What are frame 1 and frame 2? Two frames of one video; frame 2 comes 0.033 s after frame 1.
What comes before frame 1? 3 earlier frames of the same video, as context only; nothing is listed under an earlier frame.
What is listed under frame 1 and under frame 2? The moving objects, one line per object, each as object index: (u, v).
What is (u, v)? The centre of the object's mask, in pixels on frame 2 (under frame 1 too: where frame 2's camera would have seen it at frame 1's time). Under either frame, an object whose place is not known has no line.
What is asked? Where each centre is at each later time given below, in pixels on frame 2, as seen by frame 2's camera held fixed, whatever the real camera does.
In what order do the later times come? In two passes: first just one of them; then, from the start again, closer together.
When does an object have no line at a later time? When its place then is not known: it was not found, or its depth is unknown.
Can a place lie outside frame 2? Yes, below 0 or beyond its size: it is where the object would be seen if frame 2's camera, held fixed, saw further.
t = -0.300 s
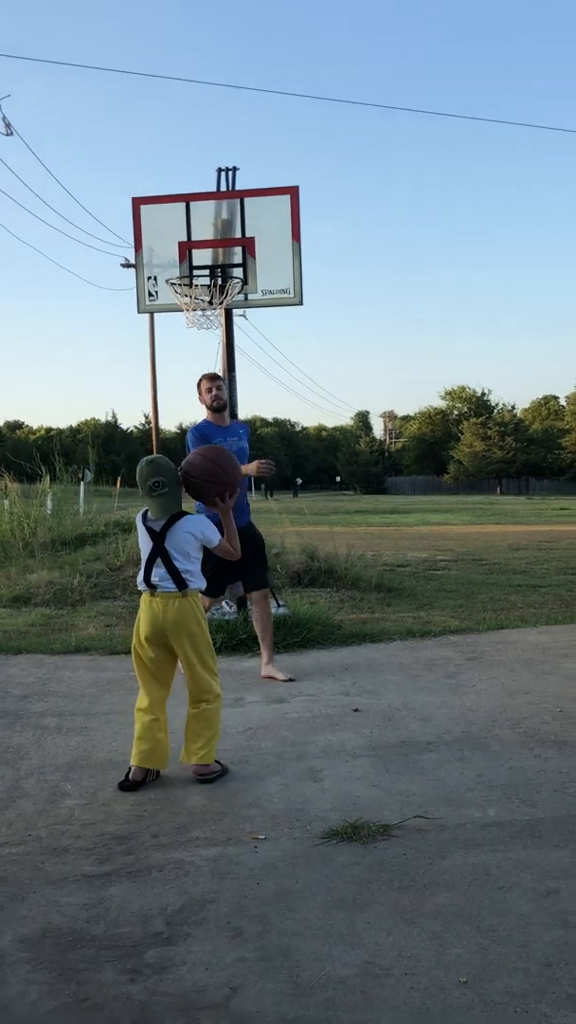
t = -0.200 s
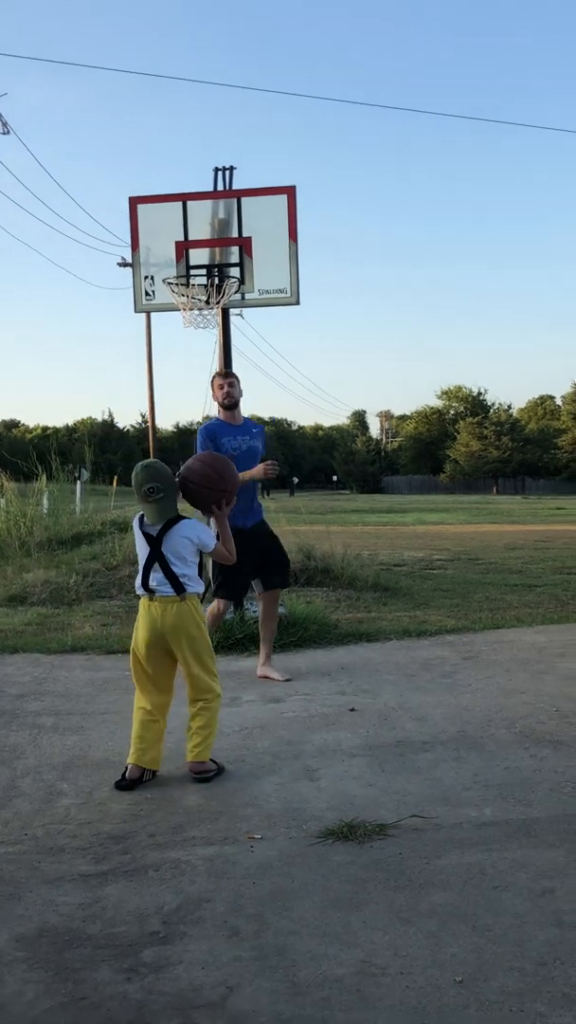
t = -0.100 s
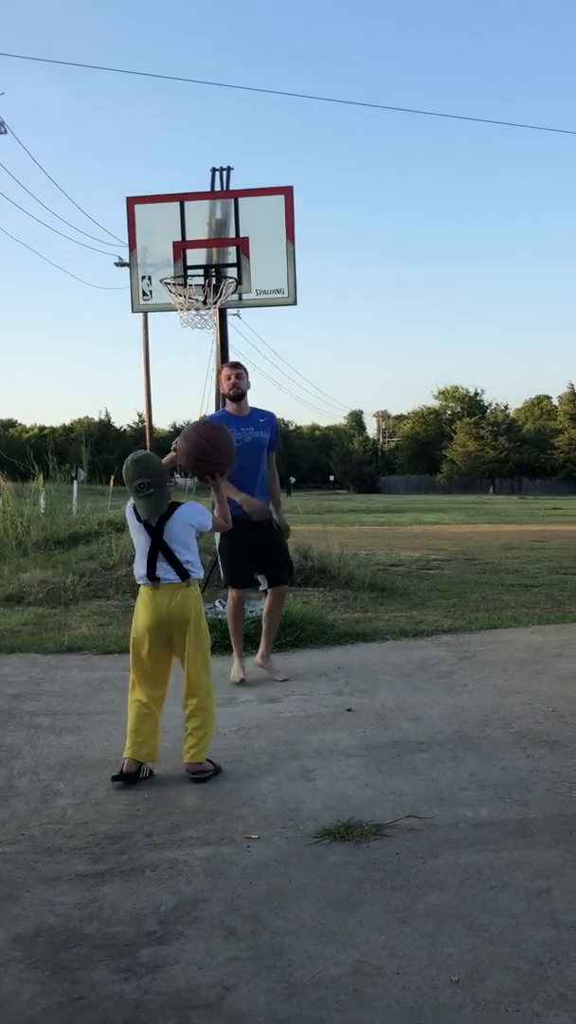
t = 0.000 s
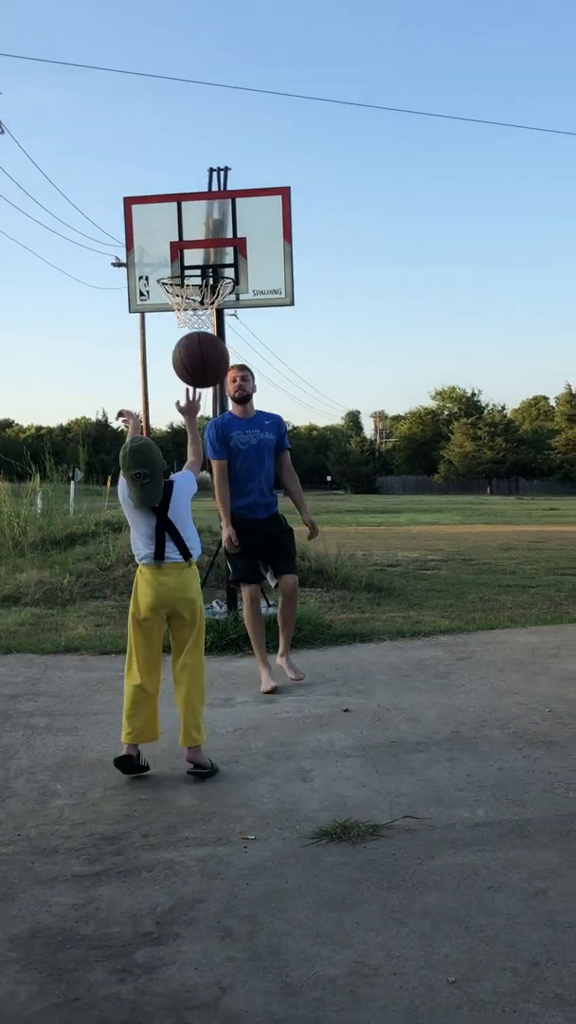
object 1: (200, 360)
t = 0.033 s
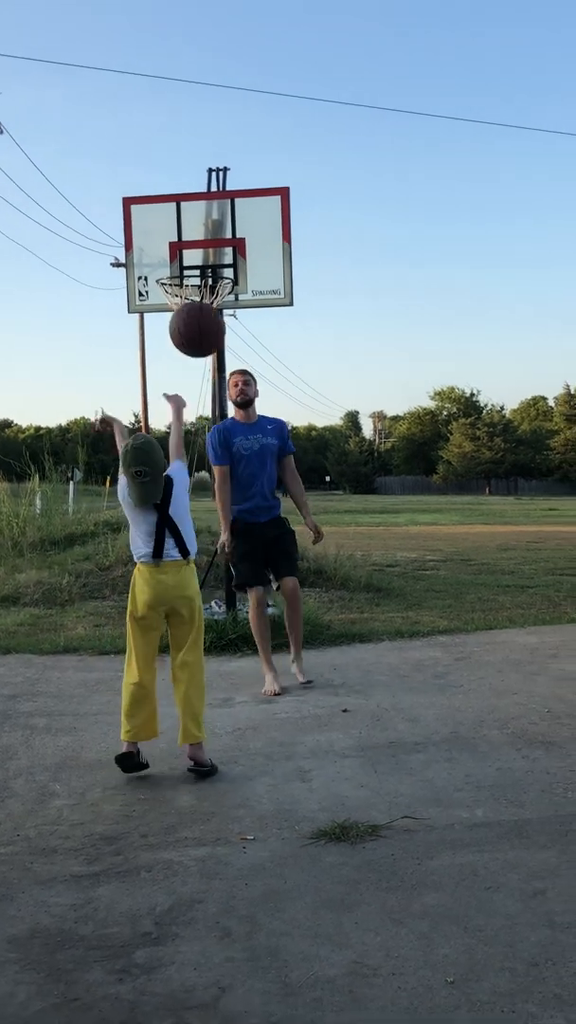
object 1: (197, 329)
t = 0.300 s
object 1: (183, 202)
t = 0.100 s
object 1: (192, 279)
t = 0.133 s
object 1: (191, 259)
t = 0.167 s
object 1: (189, 241)
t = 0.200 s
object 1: (187, 227)
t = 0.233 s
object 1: (185, 216)
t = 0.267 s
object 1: (184, 208)
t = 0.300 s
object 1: (183, 202)
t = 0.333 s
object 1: (182, 198)
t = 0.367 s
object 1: (181, 197)
